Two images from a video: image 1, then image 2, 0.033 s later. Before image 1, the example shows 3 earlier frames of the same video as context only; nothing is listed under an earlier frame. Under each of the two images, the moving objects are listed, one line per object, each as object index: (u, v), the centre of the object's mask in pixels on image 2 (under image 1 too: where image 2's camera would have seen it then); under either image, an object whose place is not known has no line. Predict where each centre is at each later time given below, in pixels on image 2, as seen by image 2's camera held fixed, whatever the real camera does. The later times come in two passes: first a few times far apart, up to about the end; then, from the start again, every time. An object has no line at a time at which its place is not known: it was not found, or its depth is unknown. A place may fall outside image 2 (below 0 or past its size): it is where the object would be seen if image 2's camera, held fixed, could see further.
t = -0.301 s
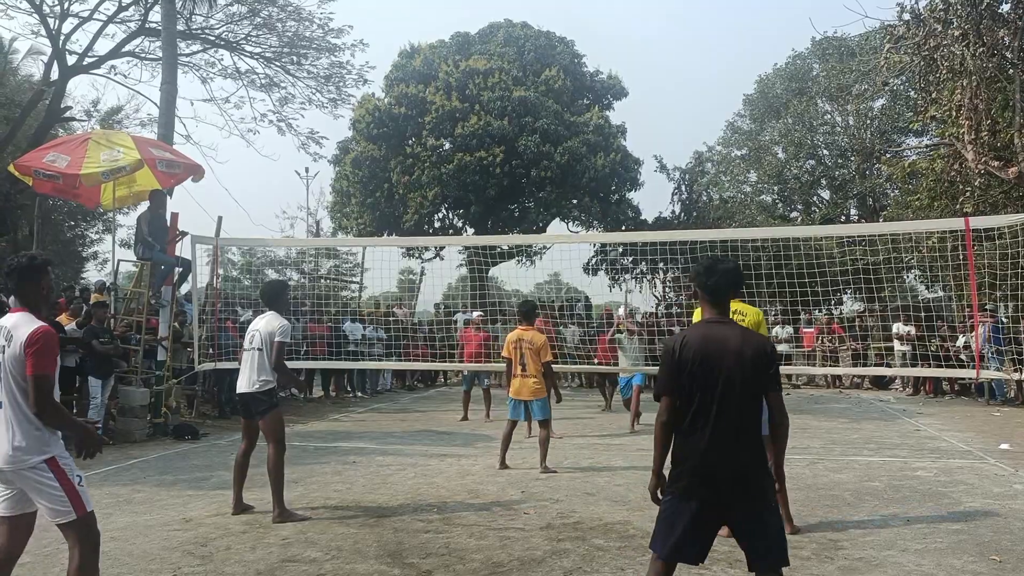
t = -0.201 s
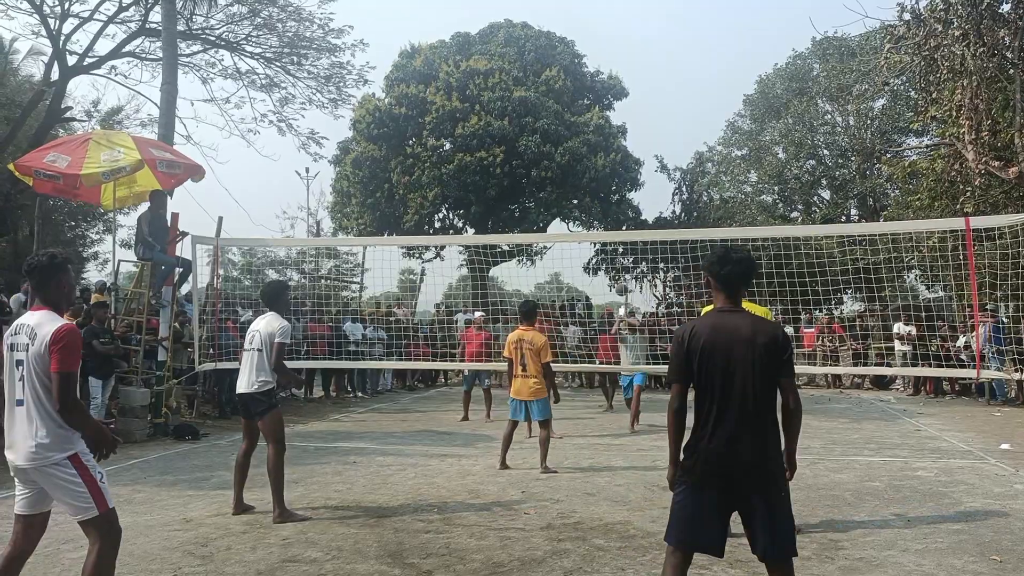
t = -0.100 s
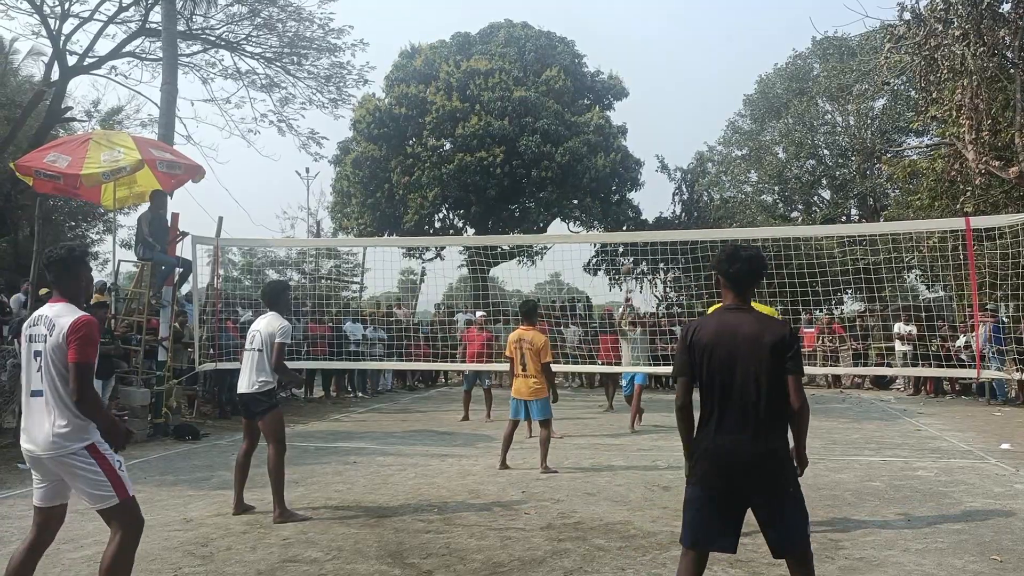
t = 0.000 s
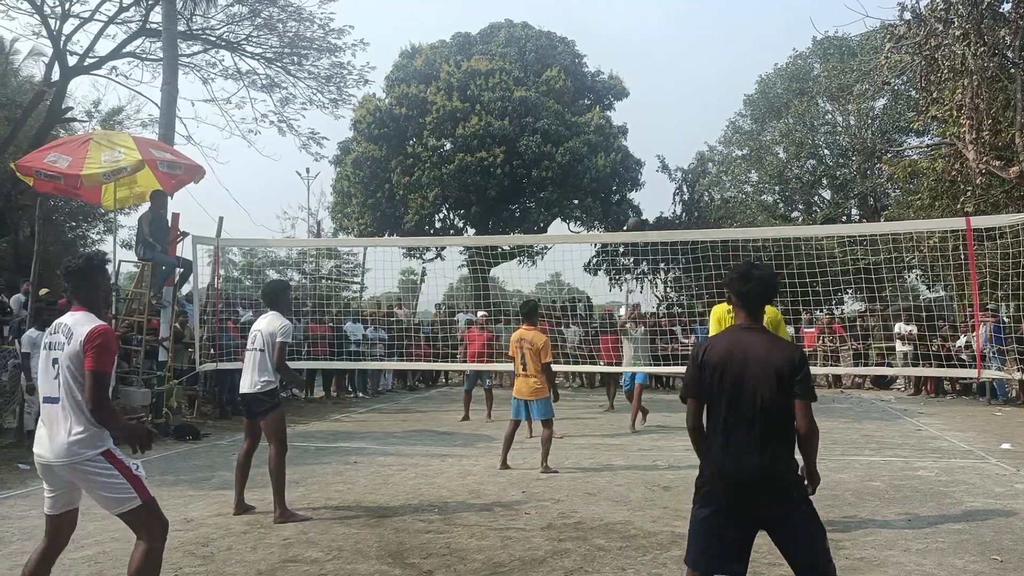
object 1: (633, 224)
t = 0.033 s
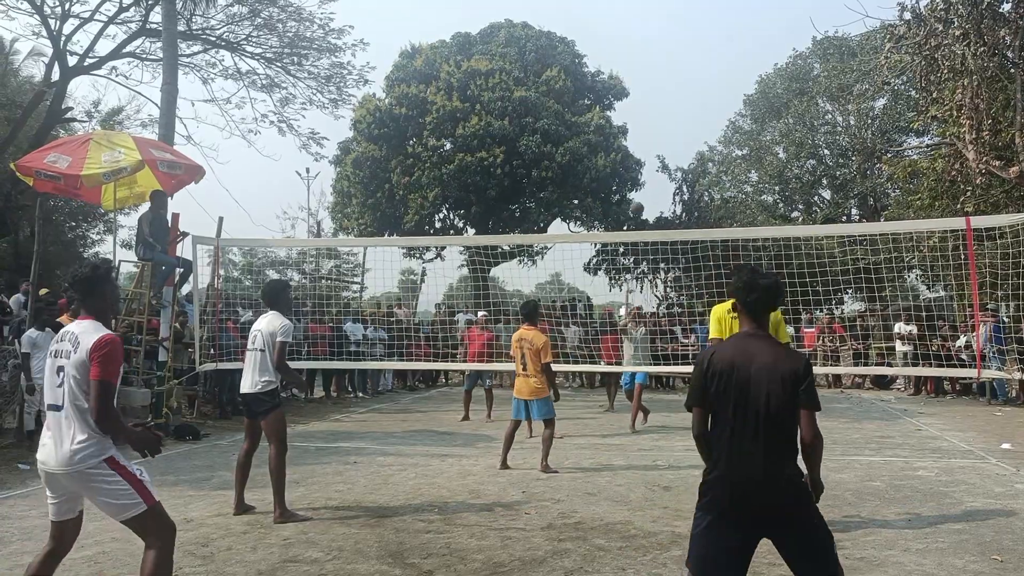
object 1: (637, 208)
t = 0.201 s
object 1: (649, 138)
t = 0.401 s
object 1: (668, 70)
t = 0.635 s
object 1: (696, 23)
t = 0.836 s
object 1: (730, 29)
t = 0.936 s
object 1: (752, 57)
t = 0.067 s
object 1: (639, 193)
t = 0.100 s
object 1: (642, 179)
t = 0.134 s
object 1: (645, 165)
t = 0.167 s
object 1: (647, 151)
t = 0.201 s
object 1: (649, 138)
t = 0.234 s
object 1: (652, 125)
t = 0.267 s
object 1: (655, 113)
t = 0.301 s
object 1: (658, 102)
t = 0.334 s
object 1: (661, 90)
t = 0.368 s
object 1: (664, 80)
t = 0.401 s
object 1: (668, 70)
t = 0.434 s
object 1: (671, 61)
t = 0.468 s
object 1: (675, 52)
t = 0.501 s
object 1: (679, 45)
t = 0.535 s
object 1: (683, 38)
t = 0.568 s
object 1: (687, 32)
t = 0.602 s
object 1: (692, 27)
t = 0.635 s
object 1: (696, 23)
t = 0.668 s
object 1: (701, 21)
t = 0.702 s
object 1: (706, 19)
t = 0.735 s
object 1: (712, 19)
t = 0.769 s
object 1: (718, 21)
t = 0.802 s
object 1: (724, 24)
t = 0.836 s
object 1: (730, 29)
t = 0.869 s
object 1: (737, 36)
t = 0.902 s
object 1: (744, 45)
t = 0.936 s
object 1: (752, 57)
